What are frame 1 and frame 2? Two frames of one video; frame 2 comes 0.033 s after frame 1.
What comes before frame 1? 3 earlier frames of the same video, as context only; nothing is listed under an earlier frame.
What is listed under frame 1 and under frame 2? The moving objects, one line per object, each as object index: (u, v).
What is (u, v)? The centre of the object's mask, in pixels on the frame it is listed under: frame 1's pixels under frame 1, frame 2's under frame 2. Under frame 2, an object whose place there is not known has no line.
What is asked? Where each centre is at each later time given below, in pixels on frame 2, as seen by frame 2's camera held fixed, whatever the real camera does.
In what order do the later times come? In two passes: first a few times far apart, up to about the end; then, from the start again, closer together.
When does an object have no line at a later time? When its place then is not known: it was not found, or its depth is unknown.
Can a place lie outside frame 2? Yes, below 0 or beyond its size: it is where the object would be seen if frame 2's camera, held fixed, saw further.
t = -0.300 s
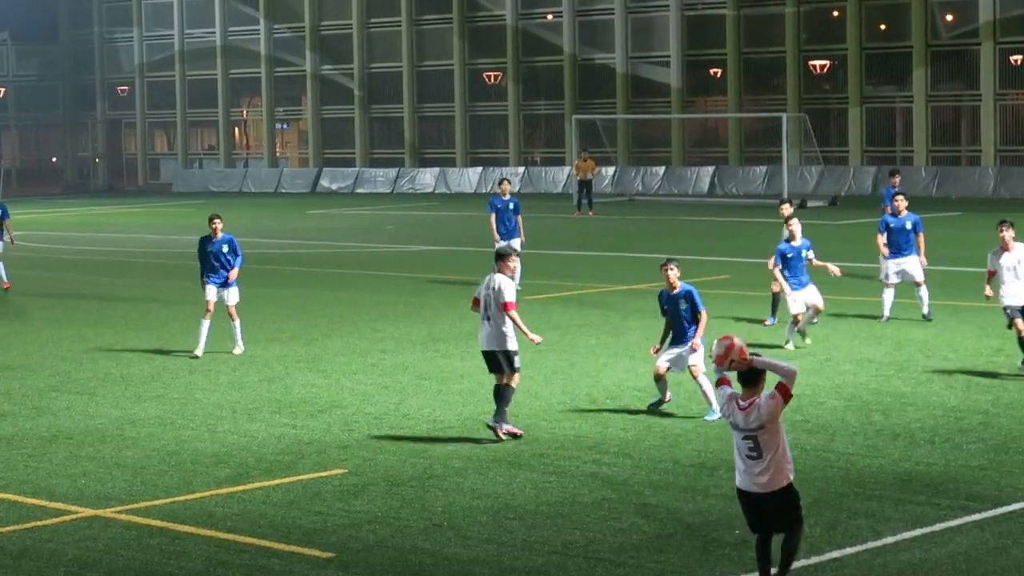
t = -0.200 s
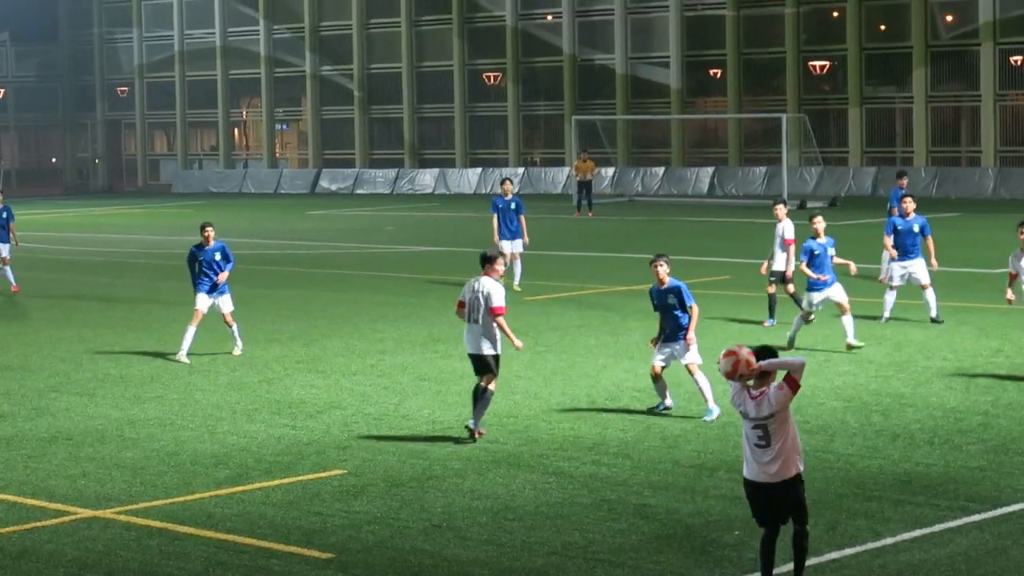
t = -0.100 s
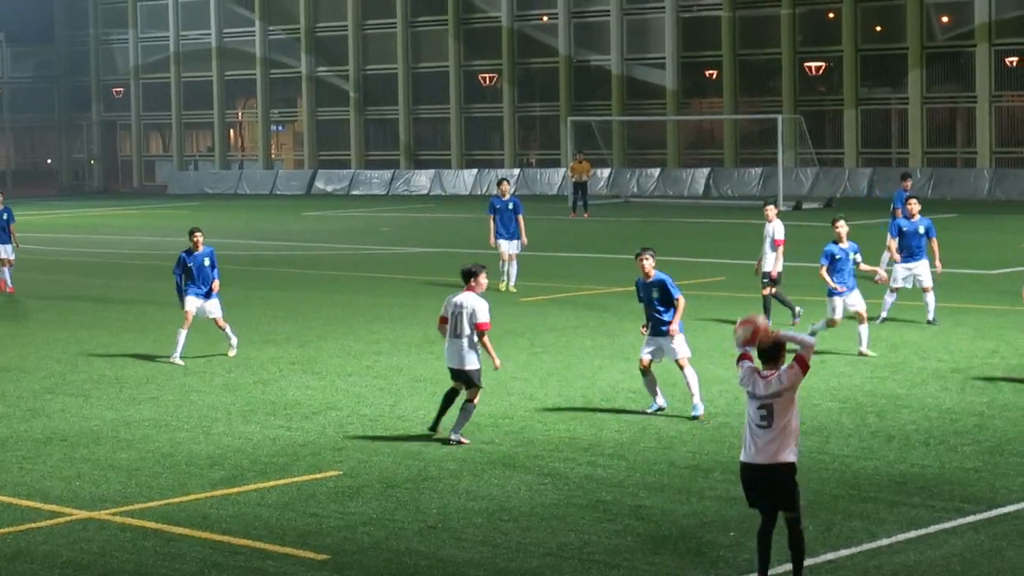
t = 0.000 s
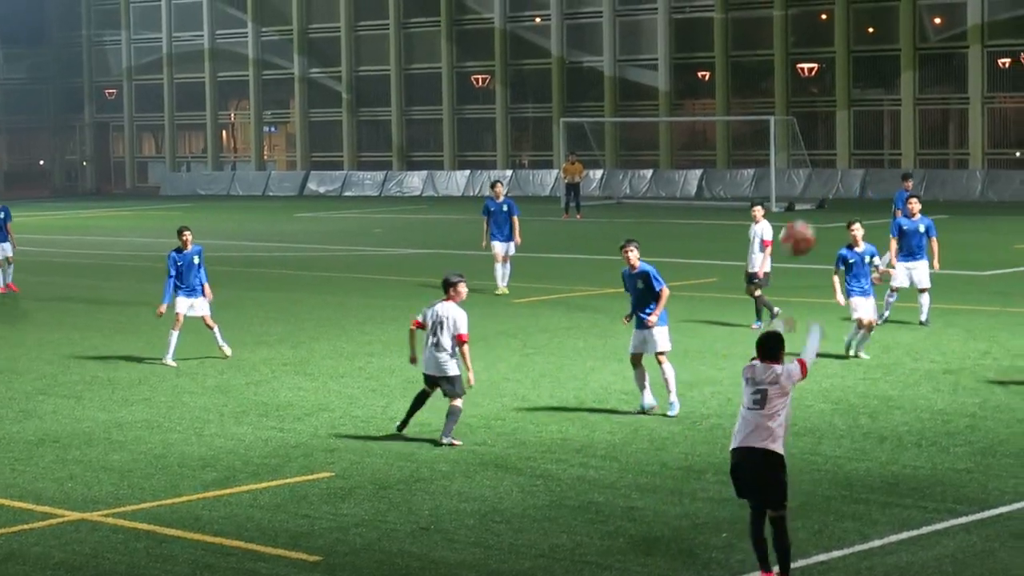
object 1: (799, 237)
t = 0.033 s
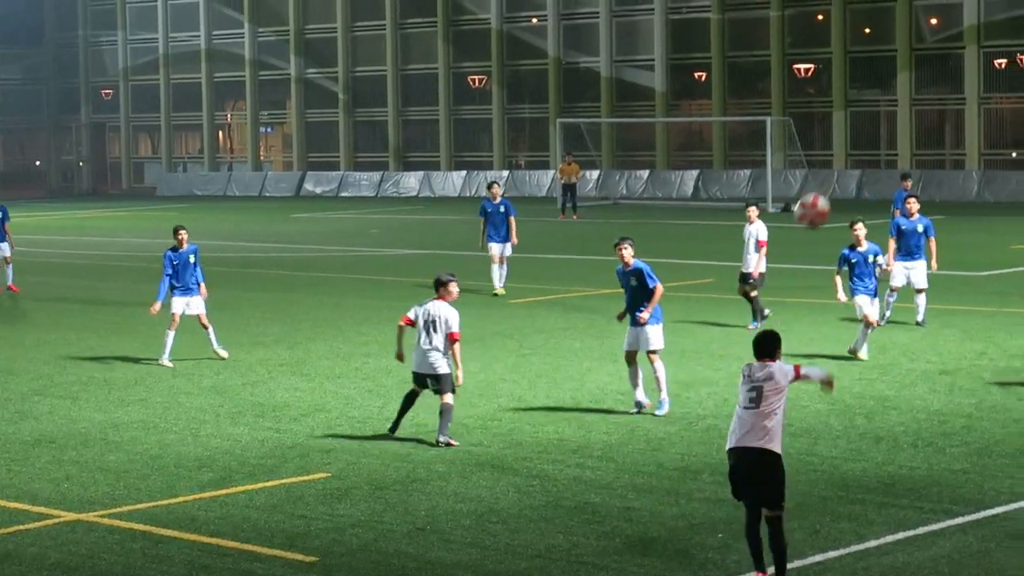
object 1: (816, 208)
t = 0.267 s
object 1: (930, 80)
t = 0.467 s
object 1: (1015, 42)
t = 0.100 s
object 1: (853, 161)
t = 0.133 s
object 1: (868, 140)
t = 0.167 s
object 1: (884, 122)
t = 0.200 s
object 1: (900, 107)
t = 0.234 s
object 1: (915, 94)
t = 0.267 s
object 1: (930, 80)
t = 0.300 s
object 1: (944, 72)
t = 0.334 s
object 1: (958, 63)
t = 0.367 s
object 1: (973, 56)
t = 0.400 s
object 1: (988, 51)
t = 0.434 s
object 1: (1000, 49)
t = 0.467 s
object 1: (1015, 42)
